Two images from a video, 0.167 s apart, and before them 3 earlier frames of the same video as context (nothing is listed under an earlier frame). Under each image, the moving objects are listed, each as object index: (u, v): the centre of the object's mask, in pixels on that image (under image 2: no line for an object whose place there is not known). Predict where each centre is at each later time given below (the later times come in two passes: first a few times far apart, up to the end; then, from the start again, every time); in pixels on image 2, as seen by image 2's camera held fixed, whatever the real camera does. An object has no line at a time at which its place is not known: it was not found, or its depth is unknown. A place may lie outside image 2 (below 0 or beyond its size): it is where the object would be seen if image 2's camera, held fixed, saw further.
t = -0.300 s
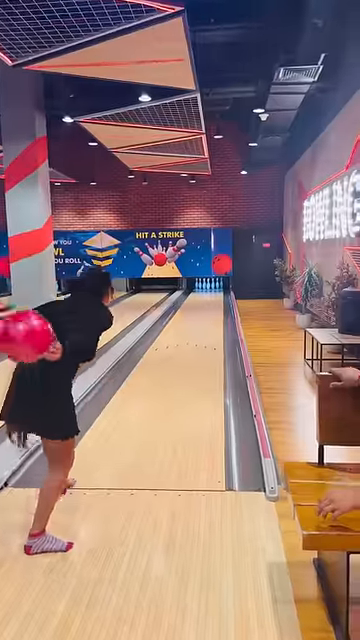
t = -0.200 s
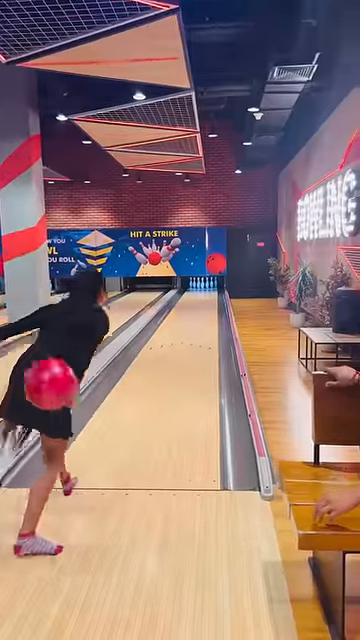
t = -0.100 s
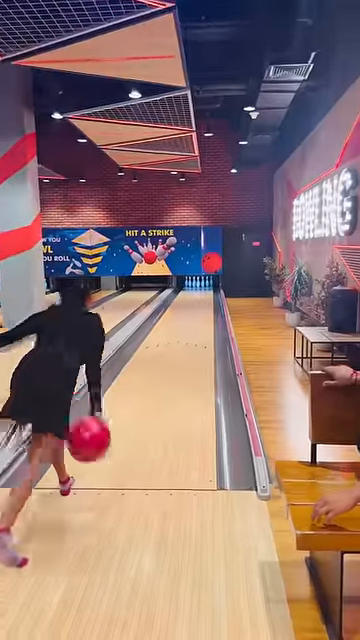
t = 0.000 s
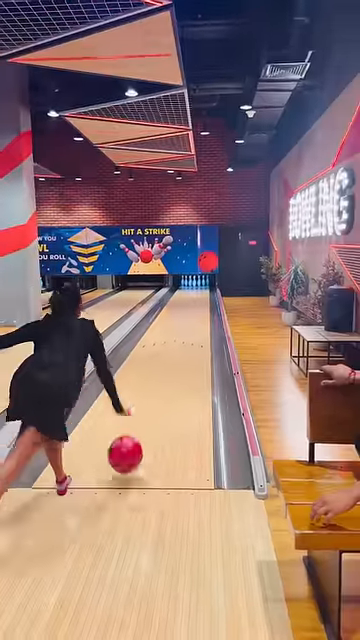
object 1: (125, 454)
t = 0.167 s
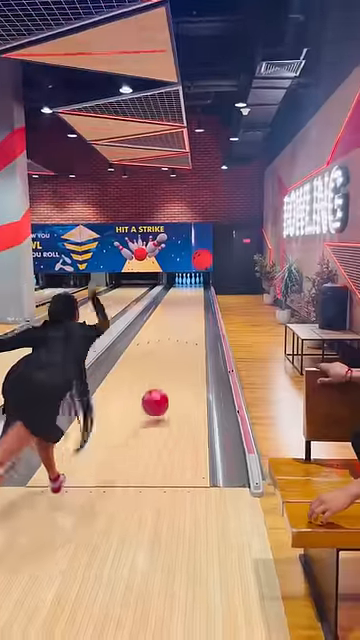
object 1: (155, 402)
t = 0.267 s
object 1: (169, 388)
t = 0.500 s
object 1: (190, 357)
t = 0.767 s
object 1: (205, 335)
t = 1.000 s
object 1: (213, 328)
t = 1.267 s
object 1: (209, 316)
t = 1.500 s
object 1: (209, 309)
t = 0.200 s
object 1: (160, 398)
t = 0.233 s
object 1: (164, 395)
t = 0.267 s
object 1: (169, 388)
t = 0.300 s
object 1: (173, 382)
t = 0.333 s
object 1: (176, 378)
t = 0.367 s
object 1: (179, 373)
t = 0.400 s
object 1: (183, 369)
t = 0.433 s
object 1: (185, 365)
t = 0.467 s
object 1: (188, 361)
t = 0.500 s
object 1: (190, 357)
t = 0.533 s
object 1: (193, 354)
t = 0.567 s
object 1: (195, 350)
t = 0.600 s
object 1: (196, 348)
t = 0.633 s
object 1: (198, 345)
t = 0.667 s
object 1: (200, 342)
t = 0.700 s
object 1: (202, 339)
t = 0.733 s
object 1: (203, 337)
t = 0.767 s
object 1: (205, 335)
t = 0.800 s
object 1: (206, 334)
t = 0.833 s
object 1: (207, 333)
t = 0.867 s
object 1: (210, 330)
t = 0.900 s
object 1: (211, 331)
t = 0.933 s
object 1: (213, 330)
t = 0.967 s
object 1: (213, 329)
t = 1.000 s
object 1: (213, 328)
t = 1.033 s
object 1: (212, 326)
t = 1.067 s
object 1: (211, 325)
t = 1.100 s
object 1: (211, 323)
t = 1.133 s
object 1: (210, 322)
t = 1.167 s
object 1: (211, 321)
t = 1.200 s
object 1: (210, 320)
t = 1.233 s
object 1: (210, 318)
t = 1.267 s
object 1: (209, 316)
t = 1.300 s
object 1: (209, 315)
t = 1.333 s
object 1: (209, 314)
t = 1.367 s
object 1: (209, 312)
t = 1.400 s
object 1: (209, 311)
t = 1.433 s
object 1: (209, 310)
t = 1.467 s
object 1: (209, 309)
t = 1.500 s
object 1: (209, 309)
